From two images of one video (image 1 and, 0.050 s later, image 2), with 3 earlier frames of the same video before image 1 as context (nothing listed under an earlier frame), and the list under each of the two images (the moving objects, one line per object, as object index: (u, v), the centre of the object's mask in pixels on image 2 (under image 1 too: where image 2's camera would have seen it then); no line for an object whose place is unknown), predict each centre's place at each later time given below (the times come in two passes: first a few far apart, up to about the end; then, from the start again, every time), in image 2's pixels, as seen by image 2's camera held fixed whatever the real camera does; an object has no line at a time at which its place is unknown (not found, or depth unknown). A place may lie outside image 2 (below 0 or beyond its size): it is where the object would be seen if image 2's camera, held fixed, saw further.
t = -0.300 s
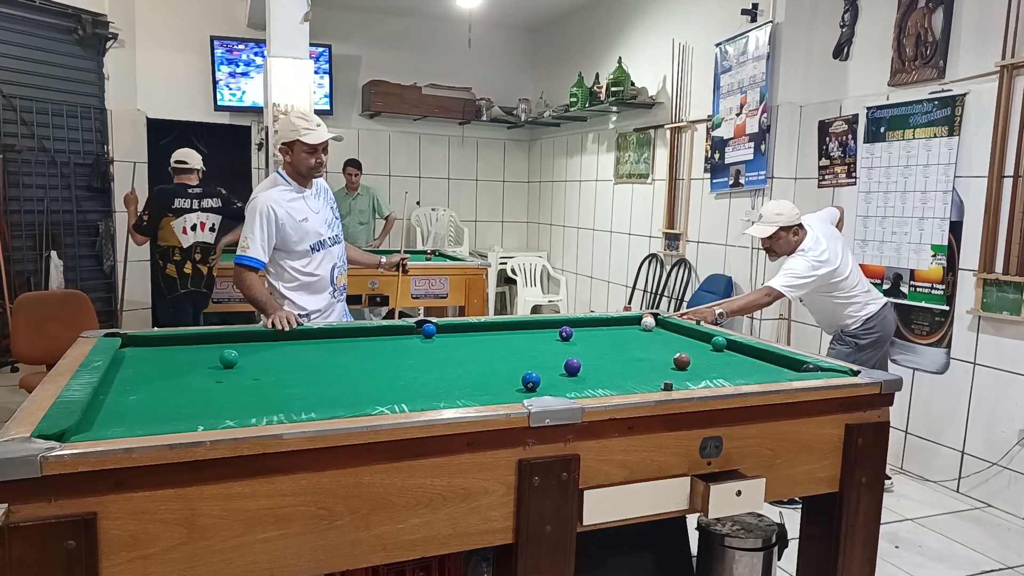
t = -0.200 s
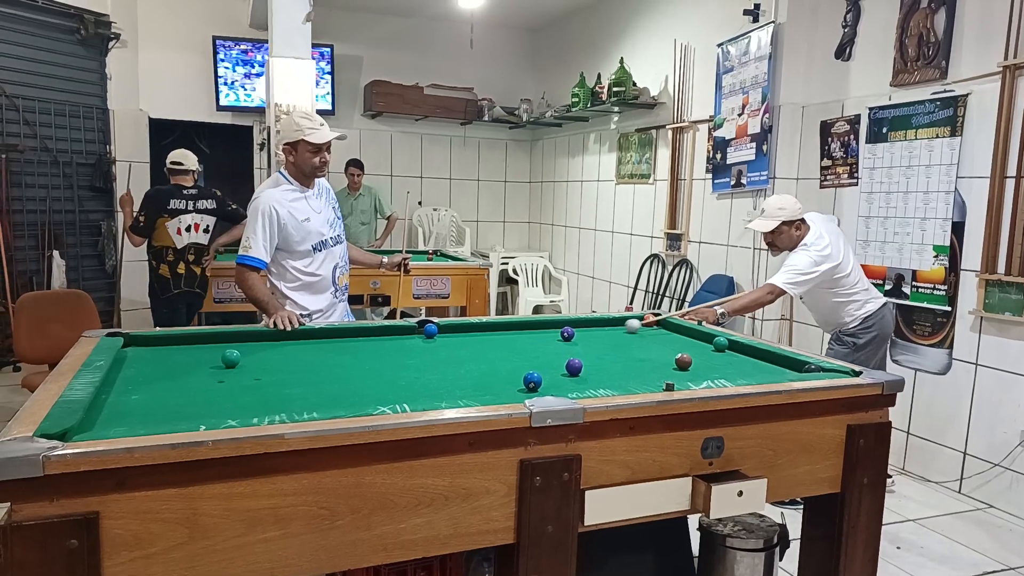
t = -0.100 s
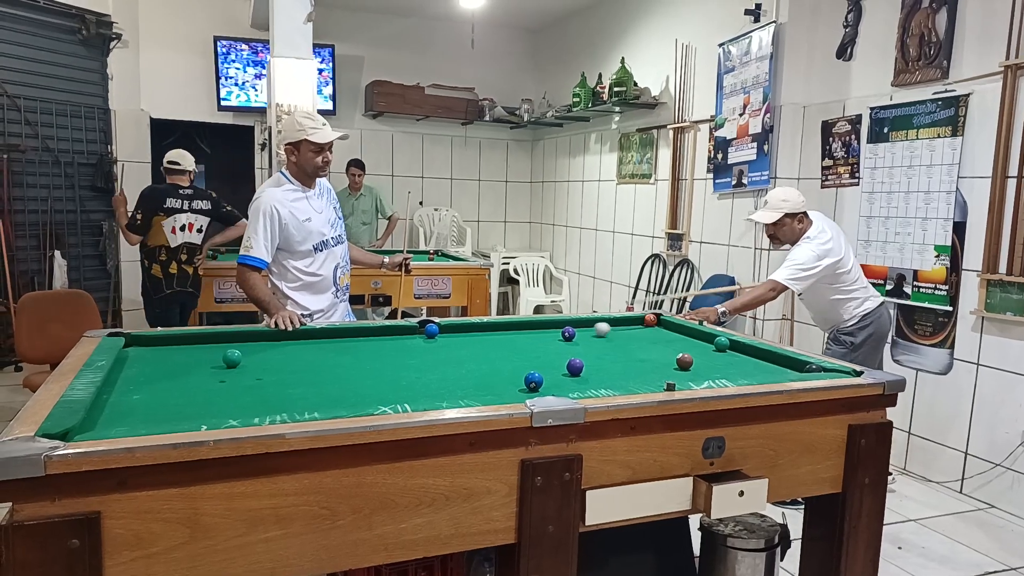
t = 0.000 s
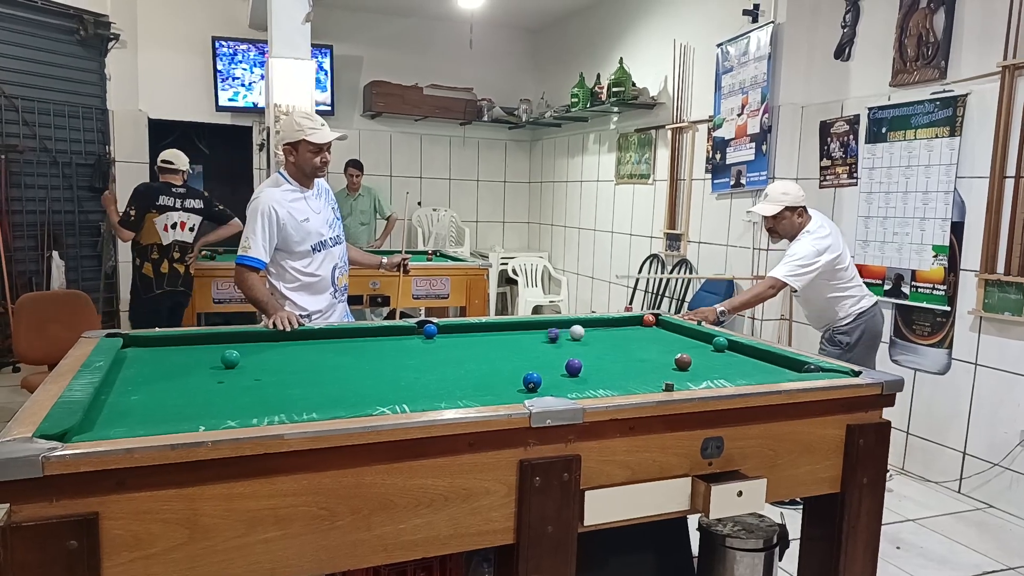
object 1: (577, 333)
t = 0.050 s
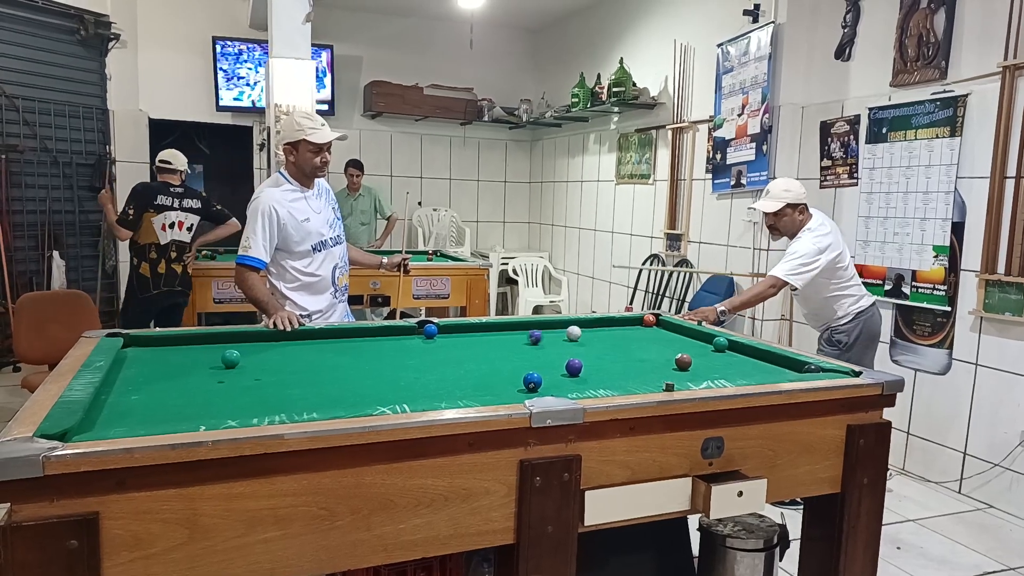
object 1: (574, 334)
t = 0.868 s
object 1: (477, 347)
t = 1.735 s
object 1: (366, 362)
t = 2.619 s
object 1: (254, 377)
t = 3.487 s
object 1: (159, 389)
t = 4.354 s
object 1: (115, 396)
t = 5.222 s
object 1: (128, 395)
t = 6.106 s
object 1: (128, 395)
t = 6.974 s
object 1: (128, 396)
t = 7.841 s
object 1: (128, 396)
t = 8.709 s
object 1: (127, 396)
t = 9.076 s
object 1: (128, 396)
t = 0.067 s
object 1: (572, 334)
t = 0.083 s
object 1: (570, 334)
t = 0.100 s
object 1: (569, 334)
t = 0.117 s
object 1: (567, 334)
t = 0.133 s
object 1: (564, 335)
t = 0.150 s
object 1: (563, 335)
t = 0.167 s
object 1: (561, 335)
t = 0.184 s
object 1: (559, 336)
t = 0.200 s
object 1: (557, 336)
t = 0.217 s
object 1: (555, 336)
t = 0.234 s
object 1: (553, 337)
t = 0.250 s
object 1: (551, 337)
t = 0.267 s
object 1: (549, 337)
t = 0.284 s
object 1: (547, 337)
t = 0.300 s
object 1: (545, 338)
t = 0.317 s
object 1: (543, 338)
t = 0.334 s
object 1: (541, 338)
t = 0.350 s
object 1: (539, 338)
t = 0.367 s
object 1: (537, 339)
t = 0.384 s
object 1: (536, 339)
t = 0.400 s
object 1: (534, 339)
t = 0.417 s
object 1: (532, 339)
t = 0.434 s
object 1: (529, 340)
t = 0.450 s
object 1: (528, 340)
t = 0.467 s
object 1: (526, 340)
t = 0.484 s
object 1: (524, 341)
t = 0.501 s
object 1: (522, 341)
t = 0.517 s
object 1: (520, 341)
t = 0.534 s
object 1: (518, 341)
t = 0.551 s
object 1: (516, 342)
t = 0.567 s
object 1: (514, 342)
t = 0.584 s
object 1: (512, 342)
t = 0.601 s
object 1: (509, 342)
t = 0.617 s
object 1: (507, 343)
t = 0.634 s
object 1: (506, 343)
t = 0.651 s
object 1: (503, 343)
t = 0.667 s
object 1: (501, 344)
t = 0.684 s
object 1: (499, 344)
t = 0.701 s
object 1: (498, 344)
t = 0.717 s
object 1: (495, 345)
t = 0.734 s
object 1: (493, 345)
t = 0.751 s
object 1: (491, 345)
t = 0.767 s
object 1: (489, 345)
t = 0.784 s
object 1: (487, 346)
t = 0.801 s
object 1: (485, 346)
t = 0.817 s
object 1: (483, 346)
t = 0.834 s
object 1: (481, 347)
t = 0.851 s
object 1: (479, 347)
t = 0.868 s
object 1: (477, 347)
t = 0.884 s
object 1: (475, 347)
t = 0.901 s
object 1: (473, 348)
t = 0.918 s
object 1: (471, 348)
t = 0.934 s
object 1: (469, 348)
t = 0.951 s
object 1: (467, 348)
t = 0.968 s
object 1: (465, 349)
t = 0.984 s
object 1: (463, 349)
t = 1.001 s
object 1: (461, 349)
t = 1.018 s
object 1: (458, 350)
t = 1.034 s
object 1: (456, 350)
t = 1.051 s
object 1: (454, 350)
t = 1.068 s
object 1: (452, 351)
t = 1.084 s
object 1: (450, 351)
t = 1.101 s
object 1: (448, 351)
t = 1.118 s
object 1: (446, 351)
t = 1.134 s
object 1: (443, 352)
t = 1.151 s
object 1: (441, 352)
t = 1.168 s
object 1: (439, 352)
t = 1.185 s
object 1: (437, 352)
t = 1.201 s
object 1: (435, 353)
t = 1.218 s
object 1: (433, 353)
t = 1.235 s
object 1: (431, 353)
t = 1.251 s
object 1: (429, 353)
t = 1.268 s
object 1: (427, 354)
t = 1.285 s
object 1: (424, 354)
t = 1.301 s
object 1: (422, 354)
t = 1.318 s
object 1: (420, 355)
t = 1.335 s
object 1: (418, 355)
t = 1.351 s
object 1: (416, 355)
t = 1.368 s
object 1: (414, 356)
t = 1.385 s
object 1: (411, 356)
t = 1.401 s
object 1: (410, 356)
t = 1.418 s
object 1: (407, 356)
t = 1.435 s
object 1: (405, 357)
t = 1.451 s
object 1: (403, 357)
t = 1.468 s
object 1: (401, 358)
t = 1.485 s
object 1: (399, 358)
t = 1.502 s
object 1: (396, 358)
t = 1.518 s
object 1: (394, 358)
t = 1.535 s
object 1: (392, 358)
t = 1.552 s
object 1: (390, 359)
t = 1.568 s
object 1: (388, 359)
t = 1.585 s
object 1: (385, 359)
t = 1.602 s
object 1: (383, 360)
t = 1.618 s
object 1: (381, 360)
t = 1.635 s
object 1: (379, 360)
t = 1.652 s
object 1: (377, 360)
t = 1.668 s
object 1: (375, 361)
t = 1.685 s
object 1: (372, 361)
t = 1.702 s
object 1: (370, 362)
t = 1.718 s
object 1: (368, 362)
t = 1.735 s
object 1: (366, 362)
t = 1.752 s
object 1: (364, 362)
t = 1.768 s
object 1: (362, 363)
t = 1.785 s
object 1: (360, 363)
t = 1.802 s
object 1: (358, 363)
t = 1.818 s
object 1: (356, 363)
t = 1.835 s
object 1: (353, 364)
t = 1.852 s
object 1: (351, 364)
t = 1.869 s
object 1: (349, 364)
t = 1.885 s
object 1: (347, 364)
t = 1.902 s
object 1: (345, 364)
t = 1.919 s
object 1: (343, 363)
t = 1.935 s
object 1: (340, 363)
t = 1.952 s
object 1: (338, 364)
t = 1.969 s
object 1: (336, 366)
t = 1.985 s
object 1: (334, 366)
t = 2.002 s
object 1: (332, 367)
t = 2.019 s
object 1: (329, 367)
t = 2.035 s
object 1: (327, 367)
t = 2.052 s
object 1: (325, 368)
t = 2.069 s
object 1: (323, 368)
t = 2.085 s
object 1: (321, 368)
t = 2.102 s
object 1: (319, 369)
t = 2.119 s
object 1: (317, 369)
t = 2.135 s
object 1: (315, 369)
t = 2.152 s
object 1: (312, 369)
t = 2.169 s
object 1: (310, 370)
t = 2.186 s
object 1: (308, 370)
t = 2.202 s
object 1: (306, 370)
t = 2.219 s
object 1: (304, 371)
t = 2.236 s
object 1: (302, 371)
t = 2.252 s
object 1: (300, 371)
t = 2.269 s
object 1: (298, 371)
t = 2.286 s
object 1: (295, 371)
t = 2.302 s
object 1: (293, 372)
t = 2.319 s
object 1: (291, 372)
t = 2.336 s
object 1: (289, 372)
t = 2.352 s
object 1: (287, 373)
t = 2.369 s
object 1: (285, 373)
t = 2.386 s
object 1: (283, 373)
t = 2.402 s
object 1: (281, 373)
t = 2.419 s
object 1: (278, 374)
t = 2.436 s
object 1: (276, 374)
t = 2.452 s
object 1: (274, 374)
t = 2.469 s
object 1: (272, 374)
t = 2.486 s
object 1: (271, 375)
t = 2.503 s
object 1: (268, 375)
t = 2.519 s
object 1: (266, 376)
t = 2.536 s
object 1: (264, 376)
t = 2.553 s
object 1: (262, 376)
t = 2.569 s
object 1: (260, 376)
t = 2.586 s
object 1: (258, 377)
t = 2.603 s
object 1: (256, 377)
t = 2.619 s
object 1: (254, 377)
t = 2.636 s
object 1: (252, 377)
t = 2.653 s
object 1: (250, 377)
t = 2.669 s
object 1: (248, 378)
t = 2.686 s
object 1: (246, 378)
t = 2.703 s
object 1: (244, 378)
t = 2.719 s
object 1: (242, 378)
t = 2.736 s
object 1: (240, 379)
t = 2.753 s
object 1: (238, 379)
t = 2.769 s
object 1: (236, 379)
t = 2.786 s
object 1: (234, 379)
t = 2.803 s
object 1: (233, 379)
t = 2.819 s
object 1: (231, 380)
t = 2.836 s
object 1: (229, 380)
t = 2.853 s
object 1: (227, 380)
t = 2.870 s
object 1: (225, 381)
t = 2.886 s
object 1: (223, 381)
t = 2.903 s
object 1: (221, 381)
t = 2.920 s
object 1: (219, 381)
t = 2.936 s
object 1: (217, 381)
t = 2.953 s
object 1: (215, 382)
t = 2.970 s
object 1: (213, 382)
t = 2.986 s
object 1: (211, 382)
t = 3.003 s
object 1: (209, 383)
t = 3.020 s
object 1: (208, 383)
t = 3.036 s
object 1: (206, 383)
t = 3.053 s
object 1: (204, 383)
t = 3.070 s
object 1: (202, 383)
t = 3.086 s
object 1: (200, 384)
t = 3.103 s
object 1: (198, 384)
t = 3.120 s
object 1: (196, 384)
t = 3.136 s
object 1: (194, 384)
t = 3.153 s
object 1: (193, 385)
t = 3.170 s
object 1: (191, 385)
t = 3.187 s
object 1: (189, 385)
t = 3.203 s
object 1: (188, 385)
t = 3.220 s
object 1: (186, 386)
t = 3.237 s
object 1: (184, 386)
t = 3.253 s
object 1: (182, 386)
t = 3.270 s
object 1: (180, 386)
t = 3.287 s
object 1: (179, 386)
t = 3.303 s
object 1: (177, 387)
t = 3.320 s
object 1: (176, 387)
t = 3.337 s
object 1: (174, 387)
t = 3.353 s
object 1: (172, 387)
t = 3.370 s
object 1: (170, 387)
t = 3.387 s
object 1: (168, 388)
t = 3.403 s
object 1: (167, 388)
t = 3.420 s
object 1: (165, 388)
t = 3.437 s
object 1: (164, 388)
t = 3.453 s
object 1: (162, 388)
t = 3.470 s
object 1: (161, 389)
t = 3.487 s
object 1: (159, 389)
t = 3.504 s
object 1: (158, 389)
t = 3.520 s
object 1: (156, 389)
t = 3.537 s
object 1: (154, 389)
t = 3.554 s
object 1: (153, 390)
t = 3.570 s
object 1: (151, 390)
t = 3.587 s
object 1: (150, 390)
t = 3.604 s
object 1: (148, 390)
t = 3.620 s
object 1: (147, 391)
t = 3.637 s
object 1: (145, 391)
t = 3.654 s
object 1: (143, 391)
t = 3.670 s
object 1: (142, 391)
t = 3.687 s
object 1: (141, 391)
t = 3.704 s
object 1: (139, 392)
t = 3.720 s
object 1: (138, 392)
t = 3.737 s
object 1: (136, 392)
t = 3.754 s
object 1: (135, 392)
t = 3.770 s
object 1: (133, 392)
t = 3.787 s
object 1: (132, 393)
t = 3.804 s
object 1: (130, 393)
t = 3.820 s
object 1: (129, 393)
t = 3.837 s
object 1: (128, 393)
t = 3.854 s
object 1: (127, 393)
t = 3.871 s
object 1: (125, 393)
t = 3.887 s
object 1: (124, 394)
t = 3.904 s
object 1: (122, 394)
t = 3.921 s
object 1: (121, 394)
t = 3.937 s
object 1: (120, 394)
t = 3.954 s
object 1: (119, 394)
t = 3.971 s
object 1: (117, 394)
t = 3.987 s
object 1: (116, 394)
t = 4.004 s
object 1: (115, 395)
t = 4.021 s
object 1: (114, 395)
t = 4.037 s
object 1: (113, 395)
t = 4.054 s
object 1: (111, 395)
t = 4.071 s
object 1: (110, 395)
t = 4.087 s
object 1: (109, 395)
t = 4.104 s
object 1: (108, 395)
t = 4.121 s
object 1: (107, 395)
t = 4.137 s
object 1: (107, 395)
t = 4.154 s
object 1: (107, 395)
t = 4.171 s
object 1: (108, 395)
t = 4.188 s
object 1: (109, 395)
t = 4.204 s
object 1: (109, 395)
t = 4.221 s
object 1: (110, 396)
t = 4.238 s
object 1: (110, 395)
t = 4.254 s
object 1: (111, 396)
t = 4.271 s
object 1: (112, 396)
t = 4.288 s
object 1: (113, 396)
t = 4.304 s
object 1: (113, 395)
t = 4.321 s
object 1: (114, 396)
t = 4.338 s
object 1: (114, 395)
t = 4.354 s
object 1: (115, 396)
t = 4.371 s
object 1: (115, 396)
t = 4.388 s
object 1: (116, 396)
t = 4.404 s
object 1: (117, 396)
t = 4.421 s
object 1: (117, 396)
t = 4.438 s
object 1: (118, 396)
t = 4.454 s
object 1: (119, 396)
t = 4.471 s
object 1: (119, 396)
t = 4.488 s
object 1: (119, 396)
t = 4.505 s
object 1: (120, 396)
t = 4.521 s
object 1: (120, 396)
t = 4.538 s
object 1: (120, 396)
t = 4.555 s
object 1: (121, 396)
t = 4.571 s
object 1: (121, 396)
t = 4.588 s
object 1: (122, 395)
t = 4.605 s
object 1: (122, 395)
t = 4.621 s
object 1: (122, 396)
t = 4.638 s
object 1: (122, 395)
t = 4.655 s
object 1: (123, 395)
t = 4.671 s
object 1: (124, 395)
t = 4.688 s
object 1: (124, 395)
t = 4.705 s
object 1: (124, 396)
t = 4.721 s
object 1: (124, 396)
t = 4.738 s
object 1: (125, 395)
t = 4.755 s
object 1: (125, 395)
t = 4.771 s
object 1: (125, 395)
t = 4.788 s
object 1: (125, 395)
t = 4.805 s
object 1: (126, 396)
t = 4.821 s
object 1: (126, 396)
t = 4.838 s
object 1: (126, 396)
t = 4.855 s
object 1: (126, 396)
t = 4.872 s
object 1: (126, 396)
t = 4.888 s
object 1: (127, 396)
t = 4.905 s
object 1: (127, 395)
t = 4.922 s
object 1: (127, 395)
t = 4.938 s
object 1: (127, 395)
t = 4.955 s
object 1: (127, 395)
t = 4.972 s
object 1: (127, 395)
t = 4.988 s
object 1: (127, 396)
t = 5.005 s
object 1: (128, 395)
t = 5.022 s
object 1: (128, 395)
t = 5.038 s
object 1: (128, 395)
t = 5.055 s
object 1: (128, 395)
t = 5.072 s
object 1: (128, 395)
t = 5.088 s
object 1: (128, 395)
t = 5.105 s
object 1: (128, 395)
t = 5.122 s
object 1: (128, 395)
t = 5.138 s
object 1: (128, 395)
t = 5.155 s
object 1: (128, 395)
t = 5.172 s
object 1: (128, 395)
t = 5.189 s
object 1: (128, 395)
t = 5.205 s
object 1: (128, 395)
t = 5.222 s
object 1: (128, 395)
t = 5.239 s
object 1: (128, 395)
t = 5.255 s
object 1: (128, 395)
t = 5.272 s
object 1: (128, 395)
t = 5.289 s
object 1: (128, 395)
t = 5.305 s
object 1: (128, 395)
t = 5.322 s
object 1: (128, 395)
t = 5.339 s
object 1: (128, 395)
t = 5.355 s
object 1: (127, 395)
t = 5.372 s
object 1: (128, 395)
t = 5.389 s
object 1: (128, 395)
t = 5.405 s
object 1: (128, 395)
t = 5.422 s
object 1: (128, 395)
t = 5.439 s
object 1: (128, 395)
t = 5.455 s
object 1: (128, 395)
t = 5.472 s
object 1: (128, 395)
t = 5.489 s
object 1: (128, 395)
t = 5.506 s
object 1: (128, 395)
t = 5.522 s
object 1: (128, 395)
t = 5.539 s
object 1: (128, 395)
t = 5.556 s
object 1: (128, 395)
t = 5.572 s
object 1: (128, 395)
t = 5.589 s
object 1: (128, 395)
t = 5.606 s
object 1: (128, 395)
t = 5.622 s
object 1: (128, 395)
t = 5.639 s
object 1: (128, 395)
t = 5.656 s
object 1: (128, 395)
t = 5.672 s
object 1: (128, 395)
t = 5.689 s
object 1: (128, 395)
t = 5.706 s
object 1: (128, 395)
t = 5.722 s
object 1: (128, 395)
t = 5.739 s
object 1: (128, 395)
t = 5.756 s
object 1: (128, 395)
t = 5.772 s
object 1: (128, 395)
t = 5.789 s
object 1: (128, 395)
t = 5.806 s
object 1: (128, 395)
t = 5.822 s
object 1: (128, 395)
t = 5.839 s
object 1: (128, 395)
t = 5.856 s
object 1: (128, 395)
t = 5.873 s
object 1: (128, 395)
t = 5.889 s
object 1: (128, 395)
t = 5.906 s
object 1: (128, 395)
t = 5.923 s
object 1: (128, 395)
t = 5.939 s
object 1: (128, 395)
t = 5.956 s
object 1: (128, 395)
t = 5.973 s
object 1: (128, 395)
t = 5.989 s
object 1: (128, 395)
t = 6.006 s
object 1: (128, 395)
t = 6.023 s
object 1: (128, 395)
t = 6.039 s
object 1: (128, 395)
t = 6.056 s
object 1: (128, 395)
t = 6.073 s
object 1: (128, 395)
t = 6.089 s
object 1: (128, 395)
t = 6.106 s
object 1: (128, 395)
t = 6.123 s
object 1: (128, 395)
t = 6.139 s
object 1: (128, 395)
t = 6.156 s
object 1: (128, 395)
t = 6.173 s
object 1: (128, 395)
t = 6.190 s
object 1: (128, 395)
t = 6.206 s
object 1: (128, 395)
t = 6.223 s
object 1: (128, 395)
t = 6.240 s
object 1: (128, 395)
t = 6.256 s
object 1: (128, 395)
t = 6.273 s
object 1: (128, 395)
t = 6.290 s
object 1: (128, 395)
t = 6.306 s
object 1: (128, 395)
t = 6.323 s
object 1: (128, 395)
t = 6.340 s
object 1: (128, 395)
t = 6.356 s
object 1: (128, 395)
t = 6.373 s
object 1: (128, 395)
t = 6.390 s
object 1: (128, 395)
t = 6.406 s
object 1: (128, 395)
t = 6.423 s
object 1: (128, 396)
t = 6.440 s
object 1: (128, 396)
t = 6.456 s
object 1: (128, 396)
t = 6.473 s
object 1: (128, 396)
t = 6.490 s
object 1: (128, 396)
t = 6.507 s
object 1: (128, 396)
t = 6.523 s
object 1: (128, 396)
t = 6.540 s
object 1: (128, 396)
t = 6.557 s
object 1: (128, 396)
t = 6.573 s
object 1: (128, 395)
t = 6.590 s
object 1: (128, 396)
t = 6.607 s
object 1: (128, 396)
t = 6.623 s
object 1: (128, 396)
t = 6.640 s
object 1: (128, 396)
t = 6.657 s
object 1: (128, 396)
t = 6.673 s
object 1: (128, 396)
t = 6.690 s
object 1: (128, 396)
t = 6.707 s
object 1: (128, 396)
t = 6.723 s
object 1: (128, 396)
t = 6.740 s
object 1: (128, 396)
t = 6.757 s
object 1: (128, 396)
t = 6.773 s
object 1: (128, 396)
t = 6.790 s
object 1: (128, 396)
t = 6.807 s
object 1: (128, 396)
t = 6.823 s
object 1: (128, 396)
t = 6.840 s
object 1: (128, 396)
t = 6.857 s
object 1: (128, 396)
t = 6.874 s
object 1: (128, 396)
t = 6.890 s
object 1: (128, 396)
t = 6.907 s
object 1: (128, 396)
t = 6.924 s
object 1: (128, 396)
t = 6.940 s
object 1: (128, 396)
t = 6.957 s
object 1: (128, 396)
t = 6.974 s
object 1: (128, 396)
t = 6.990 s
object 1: (128, 396)
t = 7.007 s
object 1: (128, 396)
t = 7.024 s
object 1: (128, 396)
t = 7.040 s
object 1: (128, 396)
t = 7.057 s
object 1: (128, 396)
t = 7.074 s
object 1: (128, 396)
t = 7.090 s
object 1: (128, 396)
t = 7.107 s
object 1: (128, 396)
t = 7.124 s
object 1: (128, 396)
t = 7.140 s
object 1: (128, 396)
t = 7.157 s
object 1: (128, 396)
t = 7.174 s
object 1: (128, 396)
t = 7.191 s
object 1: (128, 396)
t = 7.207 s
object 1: (128, 396)
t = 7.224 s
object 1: (128, 396)
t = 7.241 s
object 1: (128, 395)
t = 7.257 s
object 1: (128, 396)
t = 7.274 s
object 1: (128, 396)
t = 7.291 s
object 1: (128, 396)
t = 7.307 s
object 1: (128, 396)
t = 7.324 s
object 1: (128, 396)
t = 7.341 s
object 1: (128, 396)
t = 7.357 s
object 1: (128, 396)
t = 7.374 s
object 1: (128, 396)
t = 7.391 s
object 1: (128, 396)
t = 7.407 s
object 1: (128, 395)
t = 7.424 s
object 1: (128, 396)
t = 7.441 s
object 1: (128, 396)
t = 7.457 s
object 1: (128, 396)
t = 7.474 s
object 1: (128, 396)
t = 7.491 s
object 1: (128, 396)
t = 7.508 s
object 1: (128, 396)
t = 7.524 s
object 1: (128, 396)
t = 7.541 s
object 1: (128, 396)
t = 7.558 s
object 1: (128, 396)
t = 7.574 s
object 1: (128, 396)
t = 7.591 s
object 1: (128, 396)
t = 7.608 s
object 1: (128, 396)
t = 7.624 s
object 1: (128, 395)
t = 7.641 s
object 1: (128, 395)
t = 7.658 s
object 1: (128, 395)
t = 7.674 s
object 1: (128, 396)
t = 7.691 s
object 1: (128, 396)
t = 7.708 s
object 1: (128, 395)
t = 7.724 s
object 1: (128, 396)
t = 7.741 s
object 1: (128, 395)
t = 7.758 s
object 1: (128, 396)
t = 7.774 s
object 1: (128, 396)
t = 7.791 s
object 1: (128, 396)
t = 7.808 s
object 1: (128, 396)
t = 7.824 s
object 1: (128, 396)
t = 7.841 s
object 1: (128, 396)
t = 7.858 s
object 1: (128, 395)
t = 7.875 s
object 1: (128, 396)
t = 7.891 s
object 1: (128, 396)
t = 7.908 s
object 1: (128, 396)
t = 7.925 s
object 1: (128, 396)
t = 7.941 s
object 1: (127, 396)
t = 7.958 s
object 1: (128, 396)
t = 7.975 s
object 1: (128, 396)
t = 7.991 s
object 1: (128, 396)
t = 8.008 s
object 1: (128, 396)
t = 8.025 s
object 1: (128, 396)
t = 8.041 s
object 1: (128, 396)
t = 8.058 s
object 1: (128, 396)
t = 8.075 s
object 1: (128, 396)
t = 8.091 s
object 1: (127, 396)
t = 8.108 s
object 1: (127, 396)
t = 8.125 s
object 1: (128, 396)
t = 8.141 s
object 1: (127, 396)
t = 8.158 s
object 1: (127, 396)
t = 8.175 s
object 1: (127, 396)
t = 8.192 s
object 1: (127, 396)
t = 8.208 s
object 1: (127, 396)
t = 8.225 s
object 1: (127, 396)
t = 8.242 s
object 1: (127, 396)
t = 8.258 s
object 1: (127, 396)
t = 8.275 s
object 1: (128, 396)
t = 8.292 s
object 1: (128, 396)
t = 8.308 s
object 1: (128, 396)
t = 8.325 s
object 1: (128, 396)
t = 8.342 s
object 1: (128, 396)
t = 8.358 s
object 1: (128, 396)
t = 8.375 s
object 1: (128, 396)
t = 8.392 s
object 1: (127, 396)
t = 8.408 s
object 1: (127, 396)
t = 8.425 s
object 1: (127, 396)
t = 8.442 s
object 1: (127, 396)
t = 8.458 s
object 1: (127, 396)
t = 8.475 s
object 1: (127, 396)
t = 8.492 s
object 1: (127, 396)
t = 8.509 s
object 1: (127, 396)
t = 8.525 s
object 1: (127, 396)
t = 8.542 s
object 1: (127, 396)
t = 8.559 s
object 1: (127, 396)
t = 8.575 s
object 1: (127, 396)
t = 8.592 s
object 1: (127, 396)
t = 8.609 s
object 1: (127, 396)
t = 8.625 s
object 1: (127, 395)
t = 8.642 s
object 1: (127, 395)
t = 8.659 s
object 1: (128, 396)
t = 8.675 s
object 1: (127, 396)
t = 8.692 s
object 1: (127, 396)
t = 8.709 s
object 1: (127, 396)
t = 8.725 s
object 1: (127, 396)
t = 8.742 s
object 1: (127, 396)
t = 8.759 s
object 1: (127, 395)
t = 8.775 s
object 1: (127, 396)
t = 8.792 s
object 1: (127, 396)
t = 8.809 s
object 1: (127, 395)
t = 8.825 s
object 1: (127, 396)
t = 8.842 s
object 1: (127, 396)
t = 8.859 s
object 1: (127, 395)
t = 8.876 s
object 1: (128, 396)
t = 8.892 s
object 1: (127, 395)
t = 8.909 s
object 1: (127, 396)
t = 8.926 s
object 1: (127, 395)
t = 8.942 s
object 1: (128, 396)
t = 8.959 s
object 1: (127, 396)
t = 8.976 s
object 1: (127, 396)
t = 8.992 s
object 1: (128, 396)
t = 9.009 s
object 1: (127, 396)
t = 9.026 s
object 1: (127, 395)
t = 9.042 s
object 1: (128, 396)
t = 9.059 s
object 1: (128, 396)
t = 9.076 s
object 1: (128, 396)
